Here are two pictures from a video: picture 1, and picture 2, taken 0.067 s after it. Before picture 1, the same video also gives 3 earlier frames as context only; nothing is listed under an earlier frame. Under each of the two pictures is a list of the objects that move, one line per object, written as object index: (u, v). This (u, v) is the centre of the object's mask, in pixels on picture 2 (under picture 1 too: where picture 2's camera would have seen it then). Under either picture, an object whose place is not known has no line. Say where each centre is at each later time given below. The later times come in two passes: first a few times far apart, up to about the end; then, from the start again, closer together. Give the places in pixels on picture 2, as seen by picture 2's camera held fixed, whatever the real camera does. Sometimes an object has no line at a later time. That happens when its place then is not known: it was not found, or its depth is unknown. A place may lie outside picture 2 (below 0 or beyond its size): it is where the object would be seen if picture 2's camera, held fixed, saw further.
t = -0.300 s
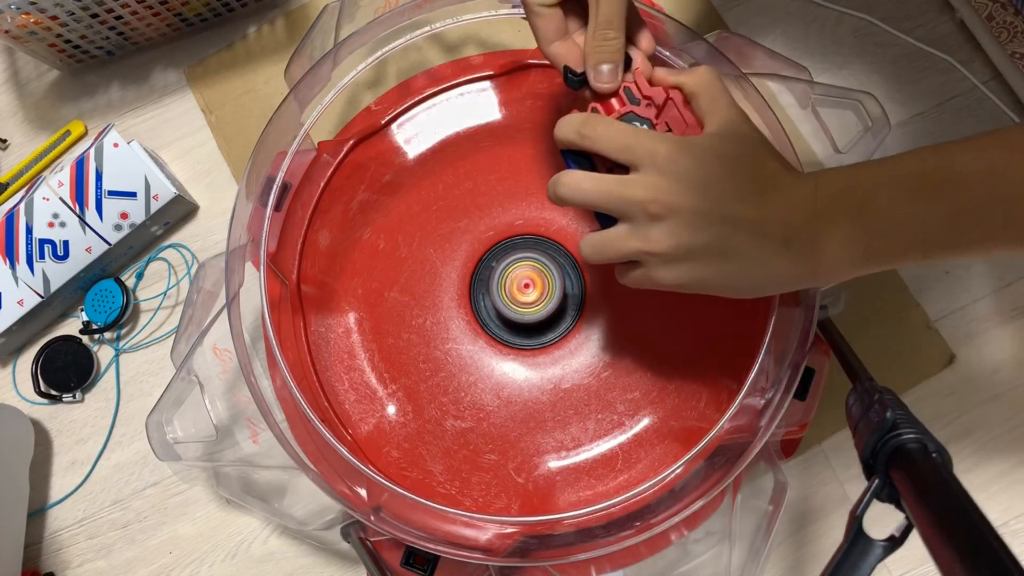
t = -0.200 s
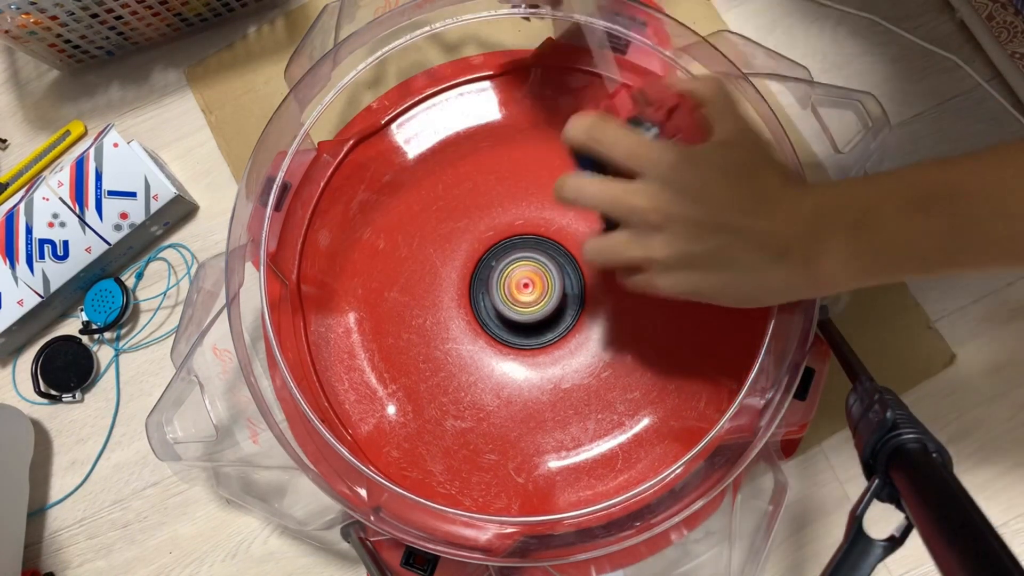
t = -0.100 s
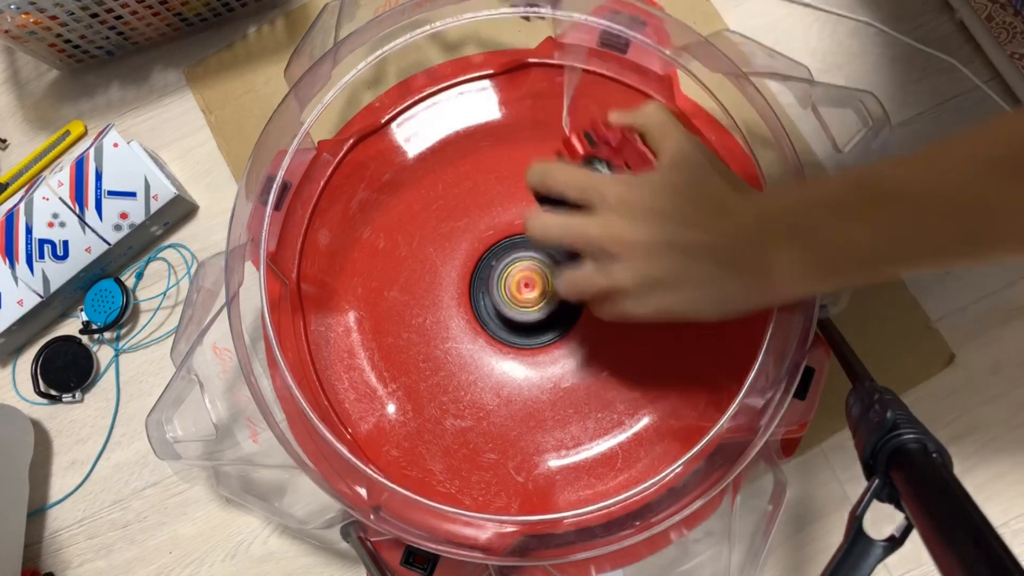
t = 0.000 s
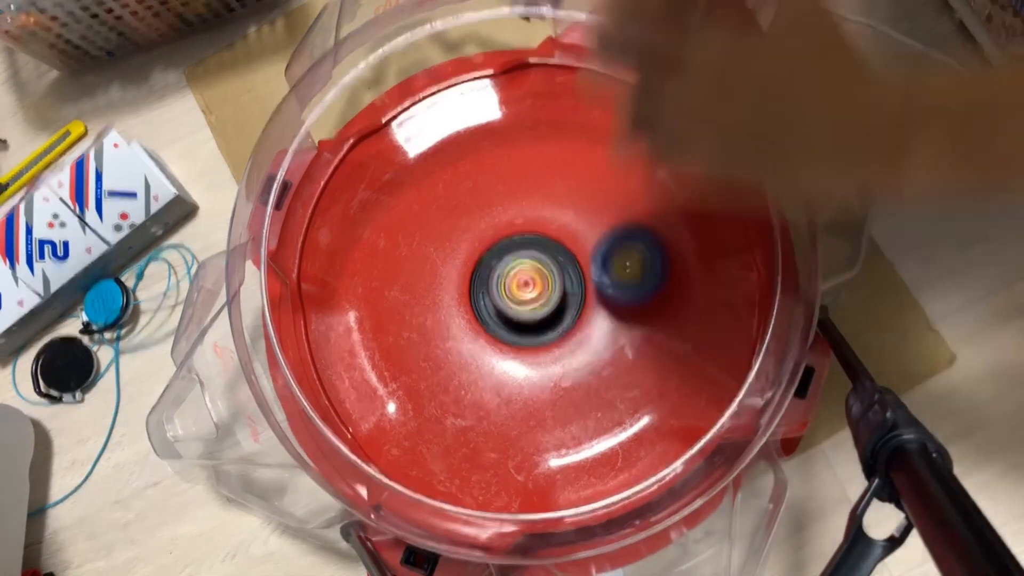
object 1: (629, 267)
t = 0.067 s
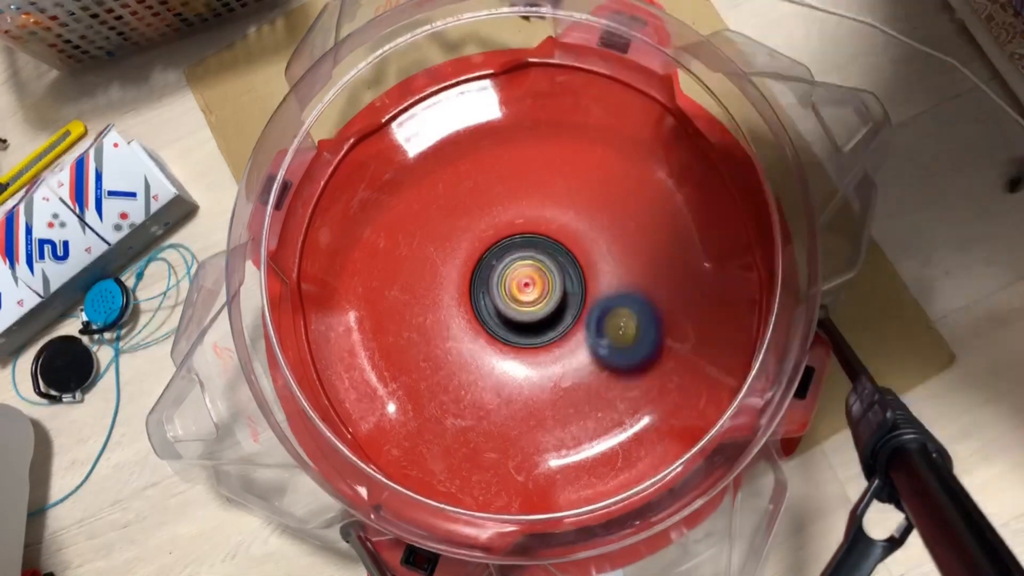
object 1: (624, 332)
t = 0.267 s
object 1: (576, 449)
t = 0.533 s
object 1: (583, 489)
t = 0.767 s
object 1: (630, 458)
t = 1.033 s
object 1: (644, 475)
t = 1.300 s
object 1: (593, 498)
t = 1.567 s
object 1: (582, 503)
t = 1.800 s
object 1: (576, 504)
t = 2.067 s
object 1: (568, 491)
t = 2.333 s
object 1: (561, 476)
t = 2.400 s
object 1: (558, 461)
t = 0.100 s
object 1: (618, 357)
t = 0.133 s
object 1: (611, 383)
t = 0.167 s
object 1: (602, 404)
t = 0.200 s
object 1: (593, 422)
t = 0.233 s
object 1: (585, 438)
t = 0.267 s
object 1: (576, 449)
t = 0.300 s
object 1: (567, 459)
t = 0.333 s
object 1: (561, 466)
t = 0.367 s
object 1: (556, 472)
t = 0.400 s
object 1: (553, 479)
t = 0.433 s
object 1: (557, 481)
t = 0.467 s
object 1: (564, 480)
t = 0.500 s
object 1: (572, 480)
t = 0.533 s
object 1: (583, 489)
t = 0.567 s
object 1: (593, 492)
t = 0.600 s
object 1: (603, 495)
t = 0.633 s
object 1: (612, 494)
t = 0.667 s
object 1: (618, 484)
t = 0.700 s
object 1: (623, 475)
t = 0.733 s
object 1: (628, 468)
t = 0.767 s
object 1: (630, 458)
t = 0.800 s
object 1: (641, 466)
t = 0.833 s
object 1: (647, 470)
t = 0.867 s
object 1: (650, 470)
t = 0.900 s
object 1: (649, 466)
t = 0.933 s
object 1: (648, 463)
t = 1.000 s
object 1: (646, 470)
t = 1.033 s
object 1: (644, 475)
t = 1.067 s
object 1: (640, 477)
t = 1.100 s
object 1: (635, 480)
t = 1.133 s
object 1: (629, 483)
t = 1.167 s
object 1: (622, 487)
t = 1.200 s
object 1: (614, 490)
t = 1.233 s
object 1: (607, 493)
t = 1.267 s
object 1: (600, 496)
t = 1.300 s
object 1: (593, 498)
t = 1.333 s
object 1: (585, 500)
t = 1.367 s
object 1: (577, 502)
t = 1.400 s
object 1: (570, 504)
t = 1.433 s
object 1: (568, 502)
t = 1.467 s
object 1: (572, 497)
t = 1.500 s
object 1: (576, 497)
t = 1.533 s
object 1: (579, 500)
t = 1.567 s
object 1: (582, 503)
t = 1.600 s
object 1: (584, 500)
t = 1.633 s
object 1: (584, 496)
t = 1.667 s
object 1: (584, 496)
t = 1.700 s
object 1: (583, 501)
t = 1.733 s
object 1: (582, 502)
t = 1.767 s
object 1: (579, 503)
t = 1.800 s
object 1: (576, 504)
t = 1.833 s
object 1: (571, 505)
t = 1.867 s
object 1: (568, 504)
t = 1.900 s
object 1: (570, 503)
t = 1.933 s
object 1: (571, 502)
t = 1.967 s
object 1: (571, 501)
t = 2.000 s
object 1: (571, 499)
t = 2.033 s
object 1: (569, 495)
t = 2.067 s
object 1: (568, 491)
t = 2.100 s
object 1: (564, 481)
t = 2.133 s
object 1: (561, 479)
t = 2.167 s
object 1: (558, 477)
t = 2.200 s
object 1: (556, 476)
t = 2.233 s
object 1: (557, 477)
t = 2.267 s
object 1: (560, 478)
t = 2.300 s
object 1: (561, 478)
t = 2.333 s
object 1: (561, 476)
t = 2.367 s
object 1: (559, 471)
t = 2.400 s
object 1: (558, 461)
